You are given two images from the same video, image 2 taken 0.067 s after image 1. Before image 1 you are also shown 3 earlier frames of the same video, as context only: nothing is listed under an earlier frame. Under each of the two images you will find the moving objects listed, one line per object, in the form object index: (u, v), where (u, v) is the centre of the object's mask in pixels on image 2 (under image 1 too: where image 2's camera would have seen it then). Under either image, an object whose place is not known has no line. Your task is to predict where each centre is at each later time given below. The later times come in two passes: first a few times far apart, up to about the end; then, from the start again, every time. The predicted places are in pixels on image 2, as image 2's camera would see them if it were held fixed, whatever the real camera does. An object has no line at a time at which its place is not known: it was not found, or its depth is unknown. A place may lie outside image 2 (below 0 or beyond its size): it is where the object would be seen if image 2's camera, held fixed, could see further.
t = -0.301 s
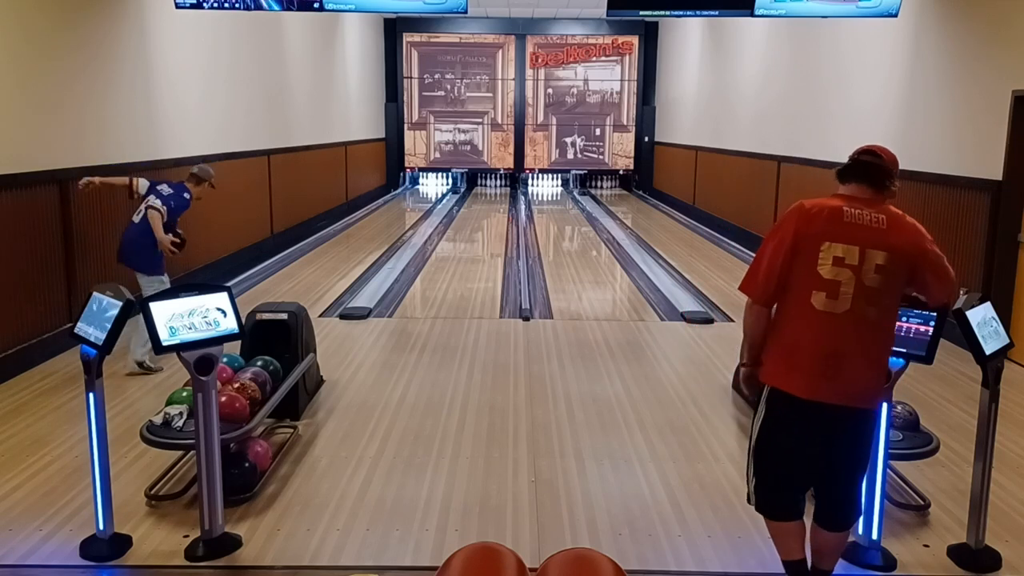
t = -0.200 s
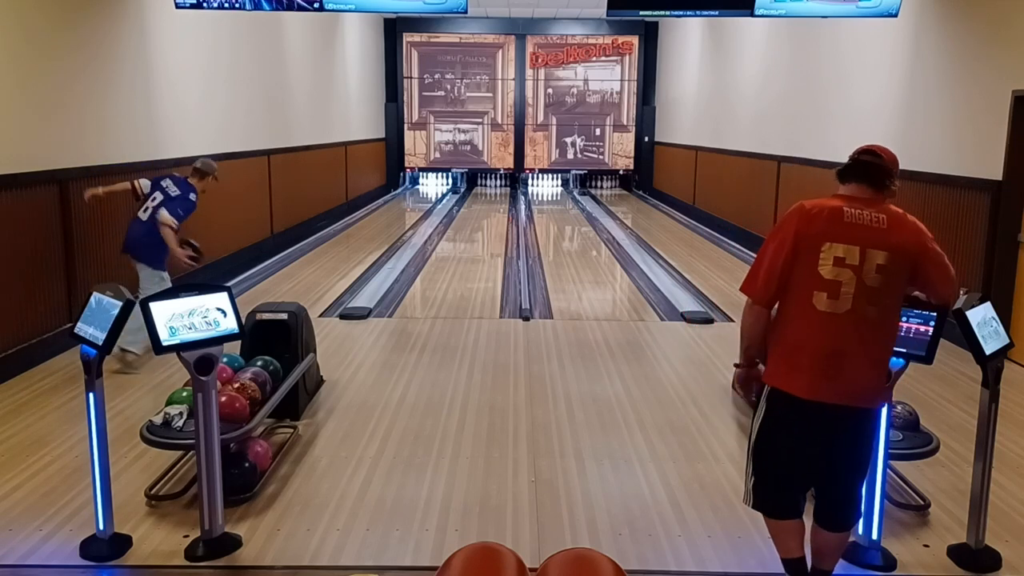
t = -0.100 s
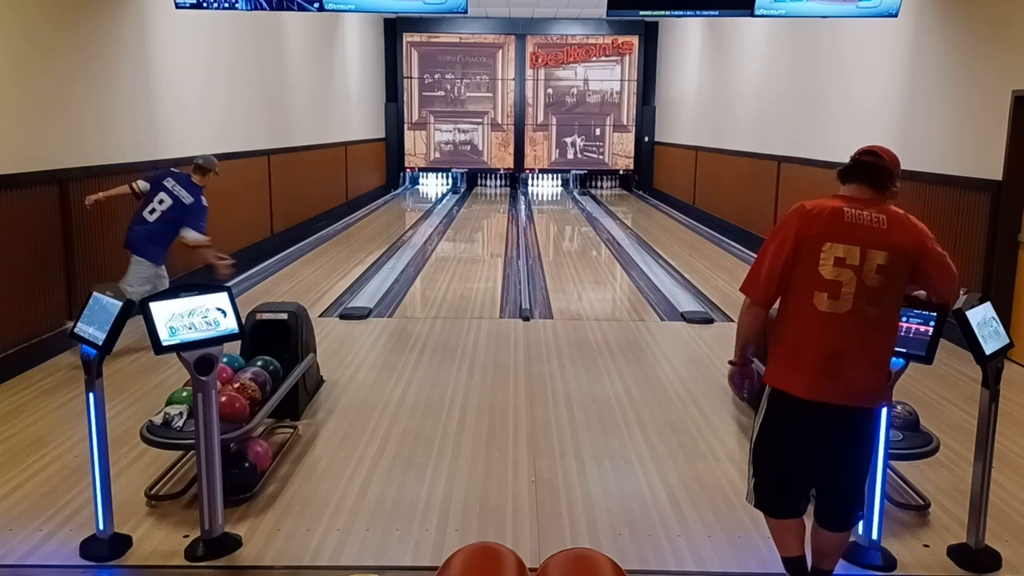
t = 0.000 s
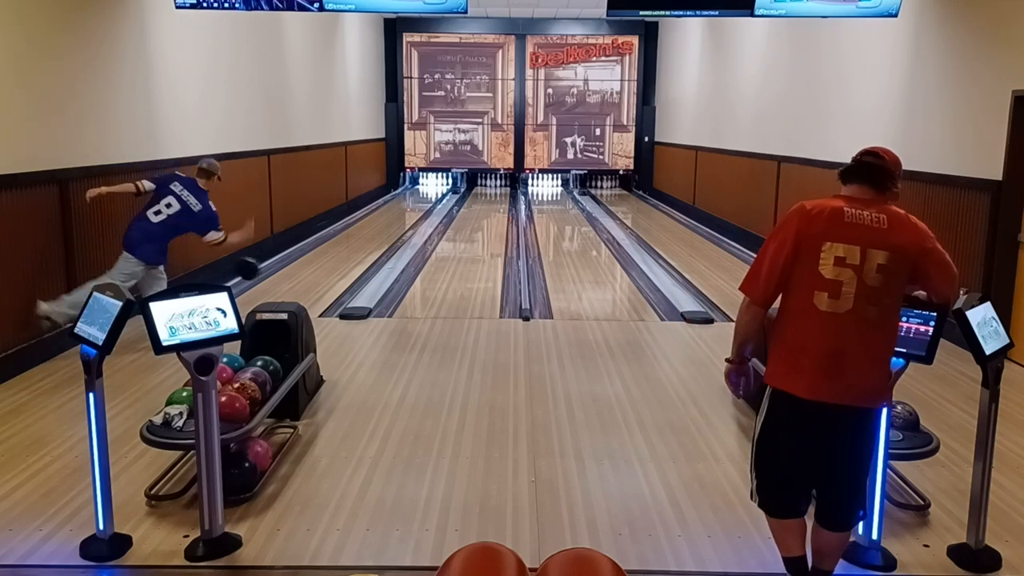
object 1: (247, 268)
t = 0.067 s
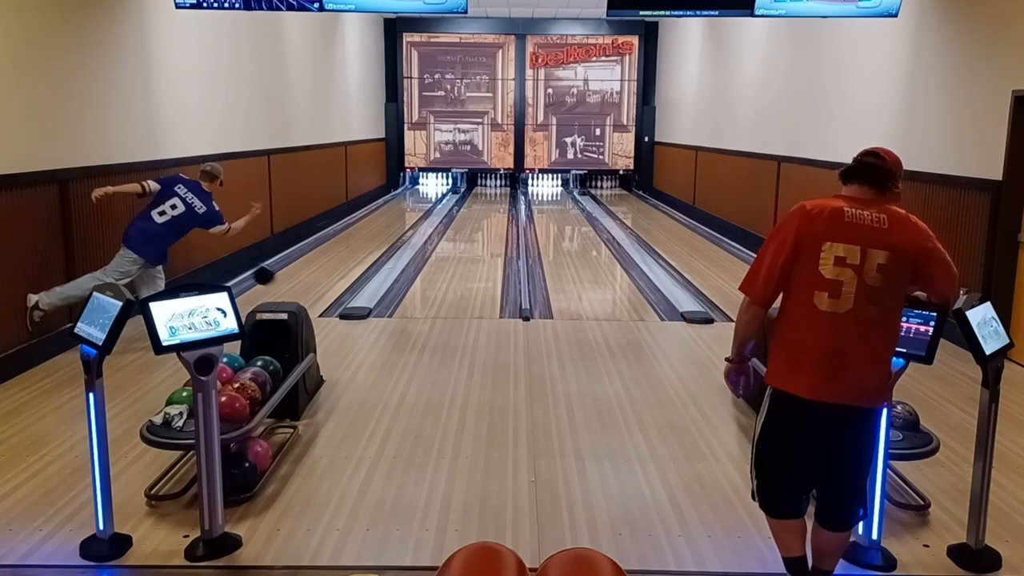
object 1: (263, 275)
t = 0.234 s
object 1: (298, 288)
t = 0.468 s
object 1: (331, 268)
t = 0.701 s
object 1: (357, 252)
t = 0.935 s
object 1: (376, 240)
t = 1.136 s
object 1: (389, 231)
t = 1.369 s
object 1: (401, 223)
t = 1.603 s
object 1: (410, 215)
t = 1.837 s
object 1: (417, 209)
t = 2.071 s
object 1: (422, 204)
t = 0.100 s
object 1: (271, 278)
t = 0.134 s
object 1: (278, 283)
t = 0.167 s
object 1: (285, 289)
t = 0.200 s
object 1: (292, 292)
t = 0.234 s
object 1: (298, 288)
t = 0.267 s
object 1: (303, 284)
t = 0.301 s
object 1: (308, 282)
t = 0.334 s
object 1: (313, 279)
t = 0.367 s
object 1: (318, 277)
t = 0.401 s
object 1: (323, 274)
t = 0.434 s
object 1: (327, 271)
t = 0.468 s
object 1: (331, 268)
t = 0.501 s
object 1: (335, 266)
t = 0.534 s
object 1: (339, 263)
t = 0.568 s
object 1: (343, 261)
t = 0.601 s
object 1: (346, 259)
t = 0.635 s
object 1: (350, 256)
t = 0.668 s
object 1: (353, 254)
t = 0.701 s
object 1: (357, 252)
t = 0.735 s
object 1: (359, 250)
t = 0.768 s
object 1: (363, 248)
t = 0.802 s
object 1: (365, 246)
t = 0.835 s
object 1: (368, 245)
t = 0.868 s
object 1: (371, 243)
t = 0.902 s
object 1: (373, 241)
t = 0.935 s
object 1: (376, 240)
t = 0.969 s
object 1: (378, 238)
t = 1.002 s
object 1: (381, 237)
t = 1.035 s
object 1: (383, 235)
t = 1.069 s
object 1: (385, 234)
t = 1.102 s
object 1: (387, 232)
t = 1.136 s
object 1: (389, 231)
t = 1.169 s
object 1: (391, 230)
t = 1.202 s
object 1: (393, 229)
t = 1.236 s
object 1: (394, 227)
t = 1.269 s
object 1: (396, 226)
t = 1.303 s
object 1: (398, 225)
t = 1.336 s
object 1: (399, 224)
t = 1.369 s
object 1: (401, 223)
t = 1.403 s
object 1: (402, 222)
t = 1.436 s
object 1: (404, 220)
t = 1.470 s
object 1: (405, 219)
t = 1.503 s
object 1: (406, 218)
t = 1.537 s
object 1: (408, 217)
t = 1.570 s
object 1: (409, 216)
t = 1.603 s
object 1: (410, 215)
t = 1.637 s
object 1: (411, 214)
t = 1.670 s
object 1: (412, 213)
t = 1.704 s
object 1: (413, 213)
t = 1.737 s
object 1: (414, 212)
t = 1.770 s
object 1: (415, 211)
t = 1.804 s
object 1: (416, 210)
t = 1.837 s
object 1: (417, 209)
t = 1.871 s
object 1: (418, 209)
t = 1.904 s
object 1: (419, 208)
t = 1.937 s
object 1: (419, 207)
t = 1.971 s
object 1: (420, 206)
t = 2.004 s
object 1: (421, 205)
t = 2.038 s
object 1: (422, 205)
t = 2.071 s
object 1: (422, 204)
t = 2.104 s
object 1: (423, 203)
